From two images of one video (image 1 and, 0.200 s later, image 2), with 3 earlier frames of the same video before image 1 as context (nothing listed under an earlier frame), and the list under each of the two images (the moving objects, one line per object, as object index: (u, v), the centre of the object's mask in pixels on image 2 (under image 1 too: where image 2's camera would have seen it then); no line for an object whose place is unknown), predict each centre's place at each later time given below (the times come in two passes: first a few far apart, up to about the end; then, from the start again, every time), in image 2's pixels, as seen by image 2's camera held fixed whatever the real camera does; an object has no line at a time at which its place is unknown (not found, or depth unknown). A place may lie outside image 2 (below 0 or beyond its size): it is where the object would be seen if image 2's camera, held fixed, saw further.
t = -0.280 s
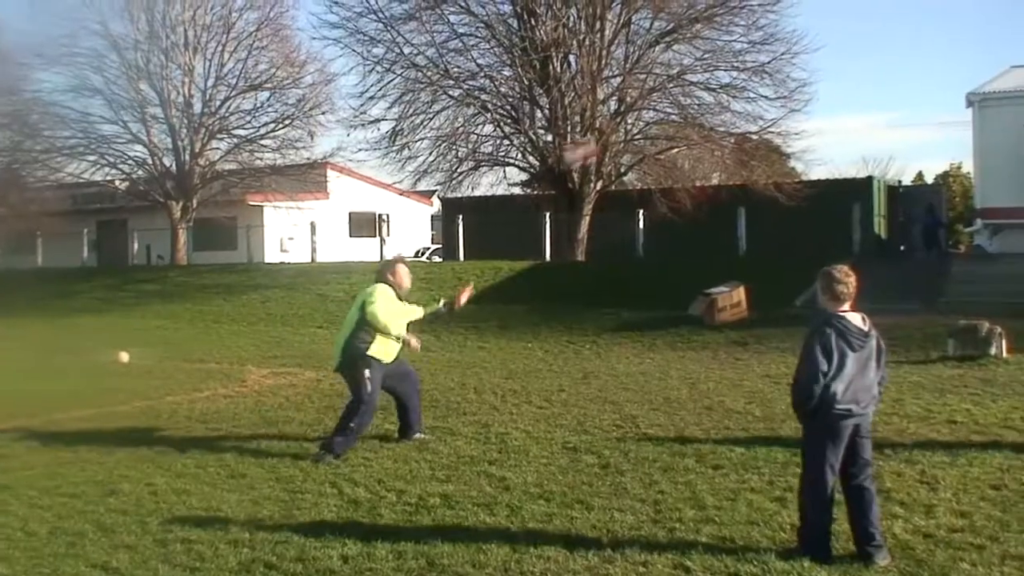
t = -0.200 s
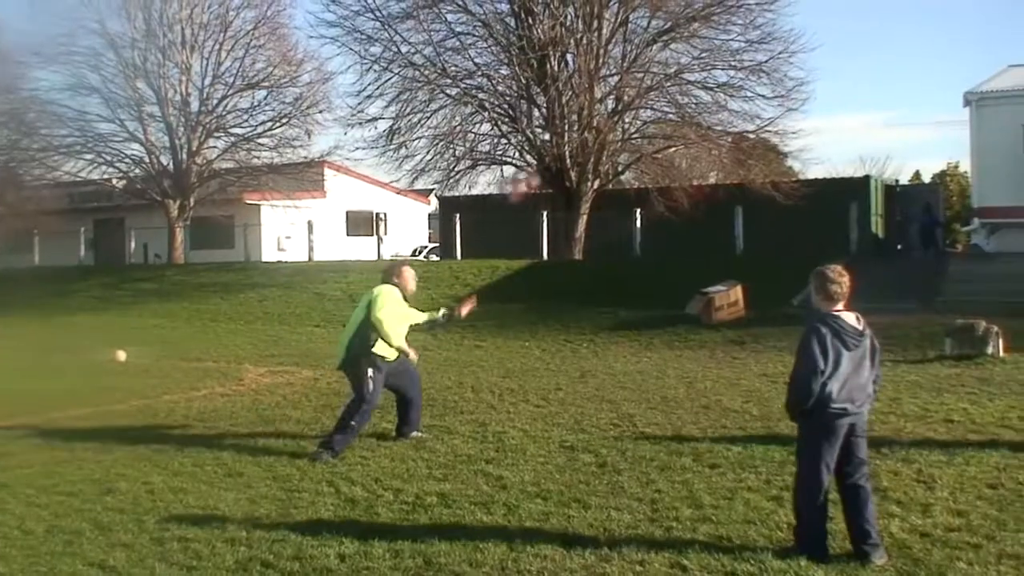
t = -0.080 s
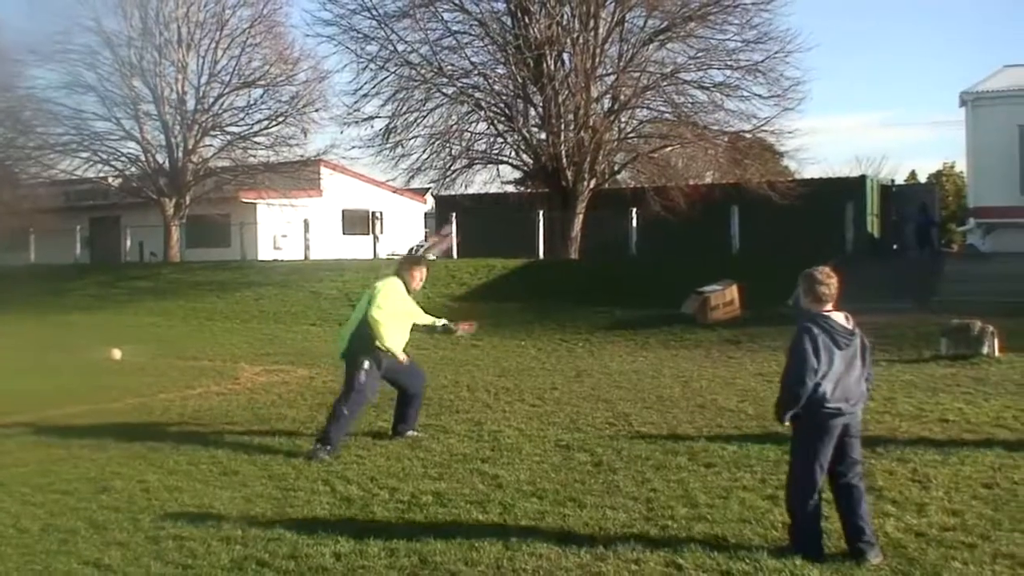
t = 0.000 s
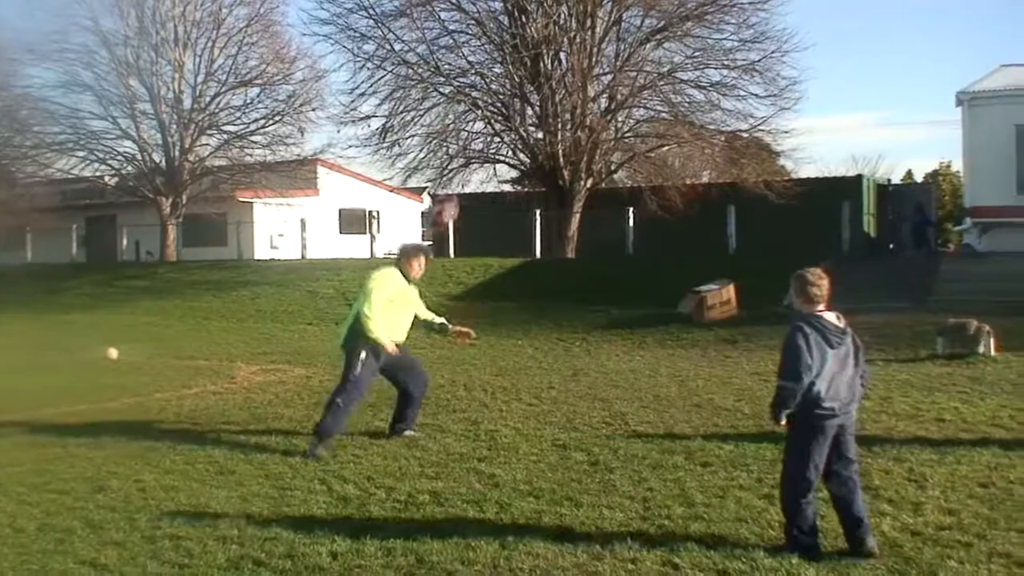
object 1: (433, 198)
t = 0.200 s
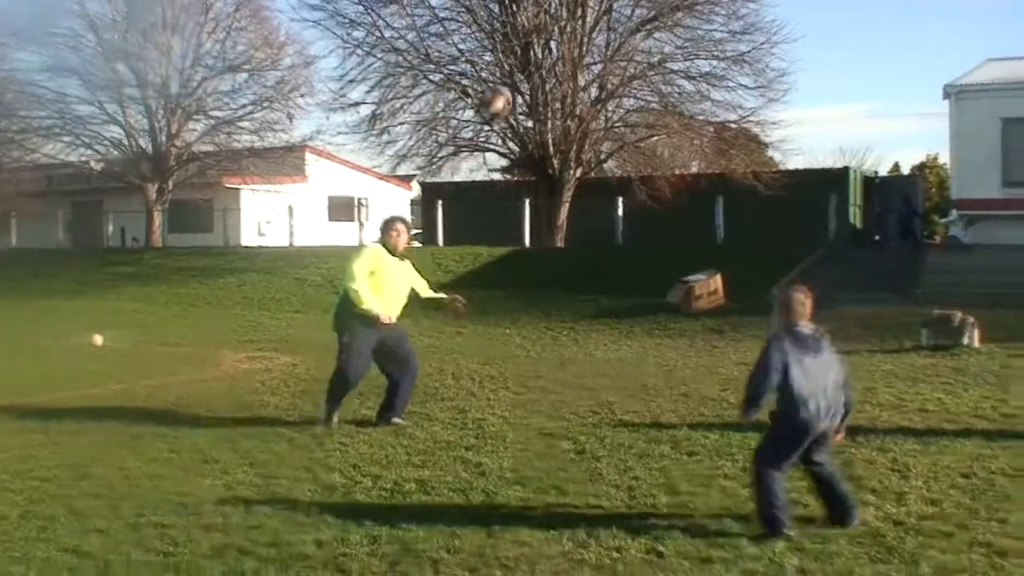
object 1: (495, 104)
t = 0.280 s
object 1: (522, 75)
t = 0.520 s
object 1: (610, 48)
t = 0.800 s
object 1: (738, 140)
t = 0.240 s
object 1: (508, 93)
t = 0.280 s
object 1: (522, 75)
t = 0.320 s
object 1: (538, 66)
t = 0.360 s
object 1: (550, 57)
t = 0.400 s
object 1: (565, 53)
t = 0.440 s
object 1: (579, 48)
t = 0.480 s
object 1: (595, 46)
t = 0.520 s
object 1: (610, 48)
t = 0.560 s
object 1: (627, 52)
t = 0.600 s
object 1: (644, 58)
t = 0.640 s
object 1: (661, 66)
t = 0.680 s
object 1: (679, 79)
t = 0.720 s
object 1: (698, 96)
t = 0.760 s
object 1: (718, 115)
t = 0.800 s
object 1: (738, 140)
